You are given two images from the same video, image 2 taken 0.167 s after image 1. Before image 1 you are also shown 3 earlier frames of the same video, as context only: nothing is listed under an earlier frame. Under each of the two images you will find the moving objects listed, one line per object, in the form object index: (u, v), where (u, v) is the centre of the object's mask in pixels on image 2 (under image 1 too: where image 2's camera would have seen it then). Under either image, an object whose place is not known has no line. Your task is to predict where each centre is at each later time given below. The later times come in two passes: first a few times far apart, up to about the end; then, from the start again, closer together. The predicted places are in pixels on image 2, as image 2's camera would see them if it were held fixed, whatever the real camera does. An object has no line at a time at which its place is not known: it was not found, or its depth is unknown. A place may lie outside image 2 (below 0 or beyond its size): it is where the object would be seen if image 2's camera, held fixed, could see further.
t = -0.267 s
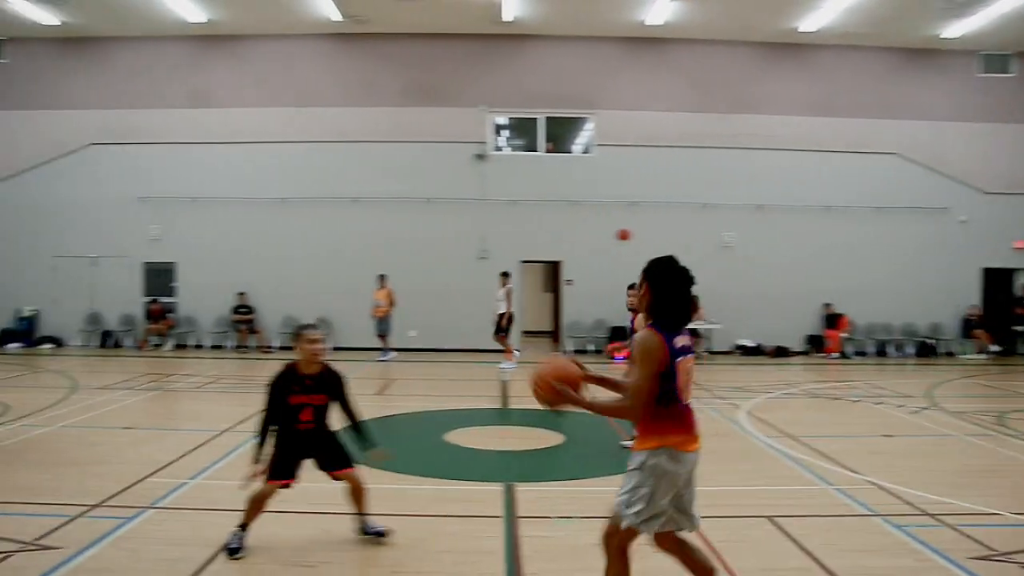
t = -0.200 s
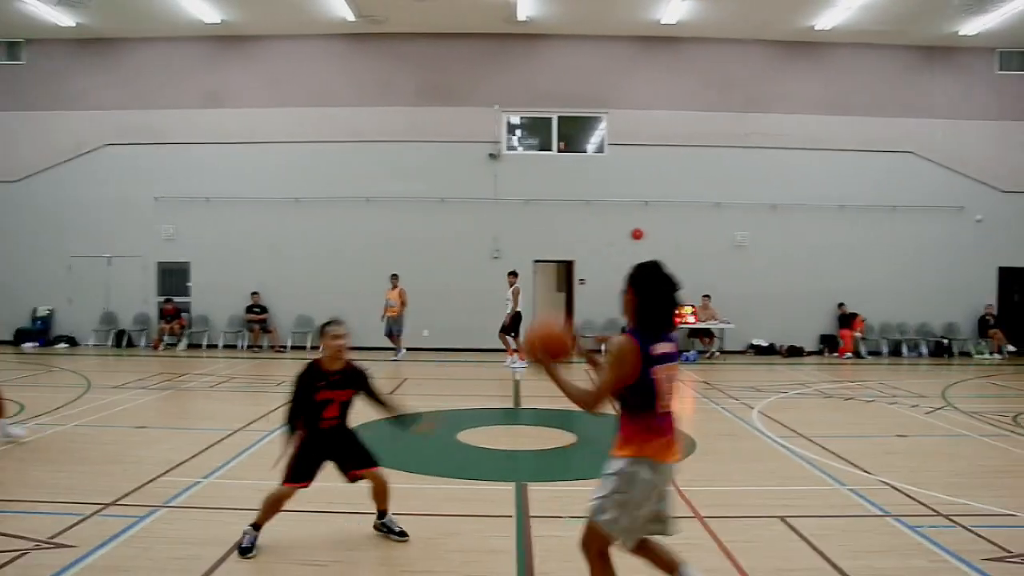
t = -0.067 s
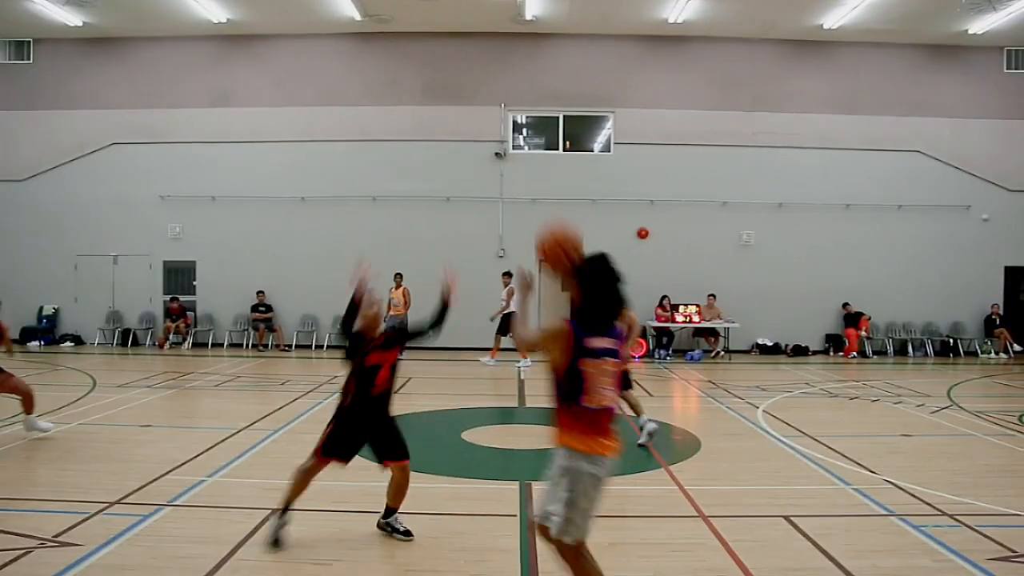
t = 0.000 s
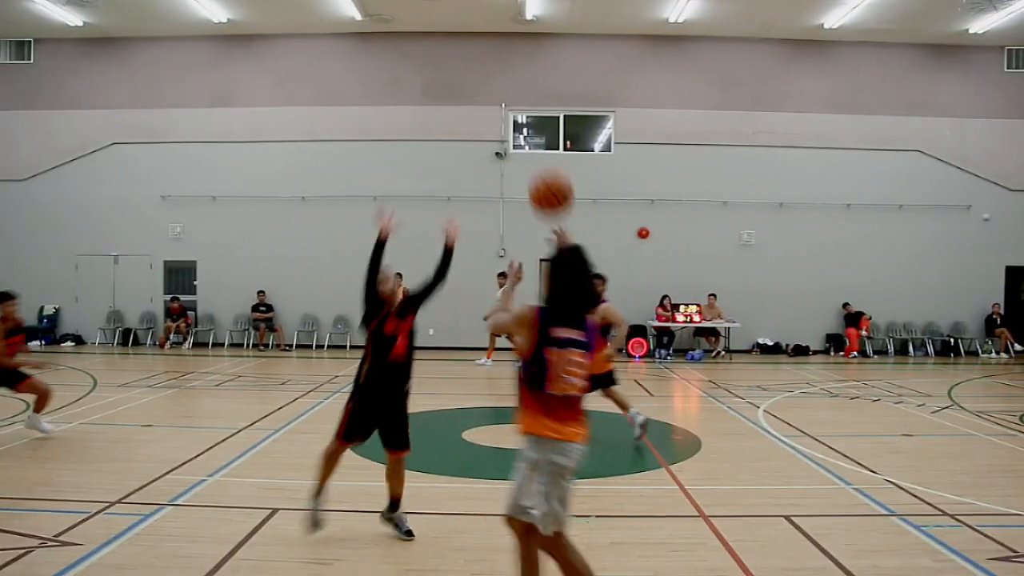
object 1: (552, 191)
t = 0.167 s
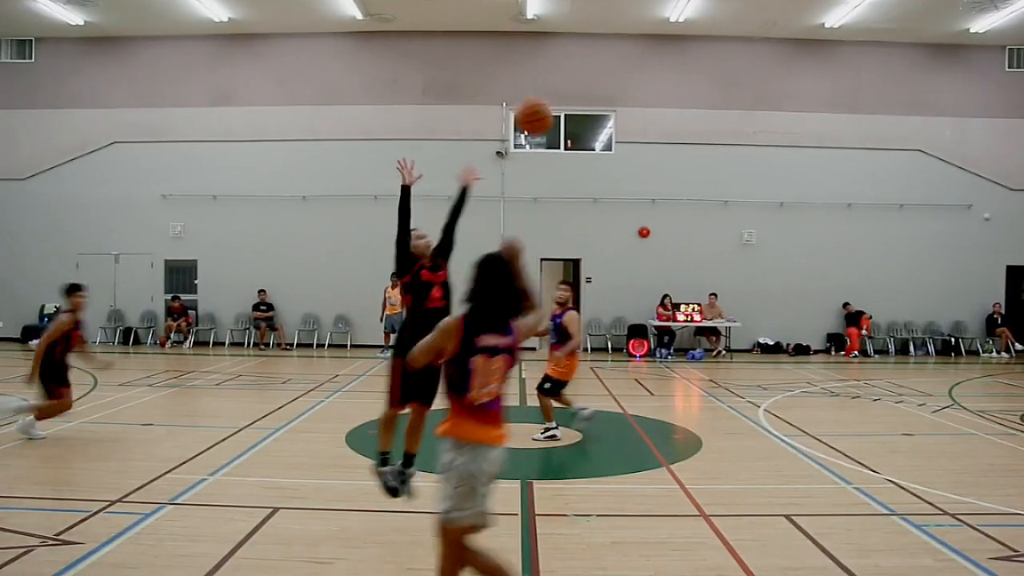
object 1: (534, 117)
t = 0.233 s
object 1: (528, 103)
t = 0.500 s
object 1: (512, 115)
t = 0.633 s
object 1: (506, 147)
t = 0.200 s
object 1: (531, 109)
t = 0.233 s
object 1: (528, 103)
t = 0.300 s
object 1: (523, 98)
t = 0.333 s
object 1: (521, 98)
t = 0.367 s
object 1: (519, 99)
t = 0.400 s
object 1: (517, 101)
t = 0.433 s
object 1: (515, 105)
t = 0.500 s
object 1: (512, 115)
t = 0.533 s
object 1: (511, 121)
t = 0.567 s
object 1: (509, 129)
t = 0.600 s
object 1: (508, 138)
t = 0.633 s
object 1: (506, 147)
